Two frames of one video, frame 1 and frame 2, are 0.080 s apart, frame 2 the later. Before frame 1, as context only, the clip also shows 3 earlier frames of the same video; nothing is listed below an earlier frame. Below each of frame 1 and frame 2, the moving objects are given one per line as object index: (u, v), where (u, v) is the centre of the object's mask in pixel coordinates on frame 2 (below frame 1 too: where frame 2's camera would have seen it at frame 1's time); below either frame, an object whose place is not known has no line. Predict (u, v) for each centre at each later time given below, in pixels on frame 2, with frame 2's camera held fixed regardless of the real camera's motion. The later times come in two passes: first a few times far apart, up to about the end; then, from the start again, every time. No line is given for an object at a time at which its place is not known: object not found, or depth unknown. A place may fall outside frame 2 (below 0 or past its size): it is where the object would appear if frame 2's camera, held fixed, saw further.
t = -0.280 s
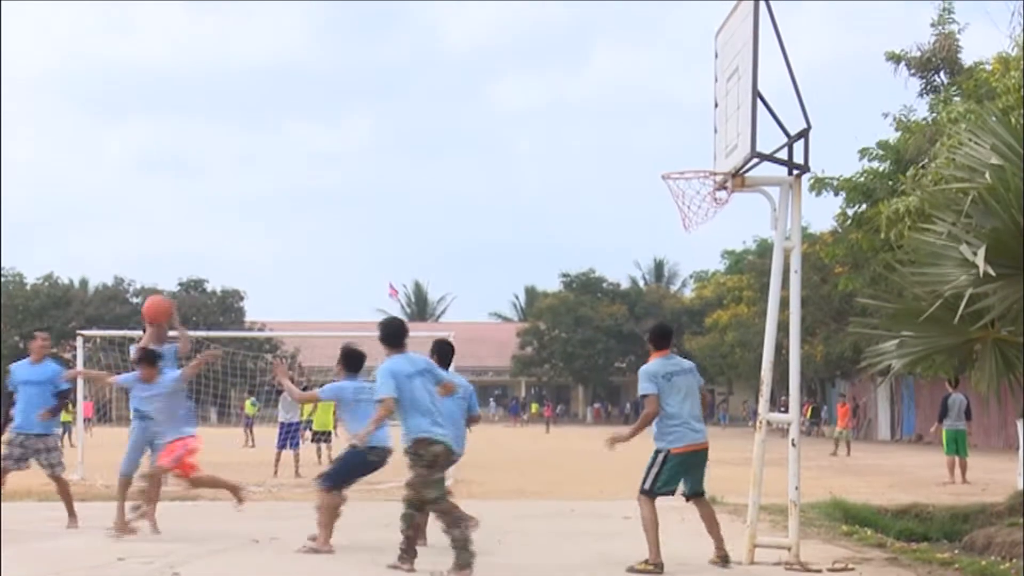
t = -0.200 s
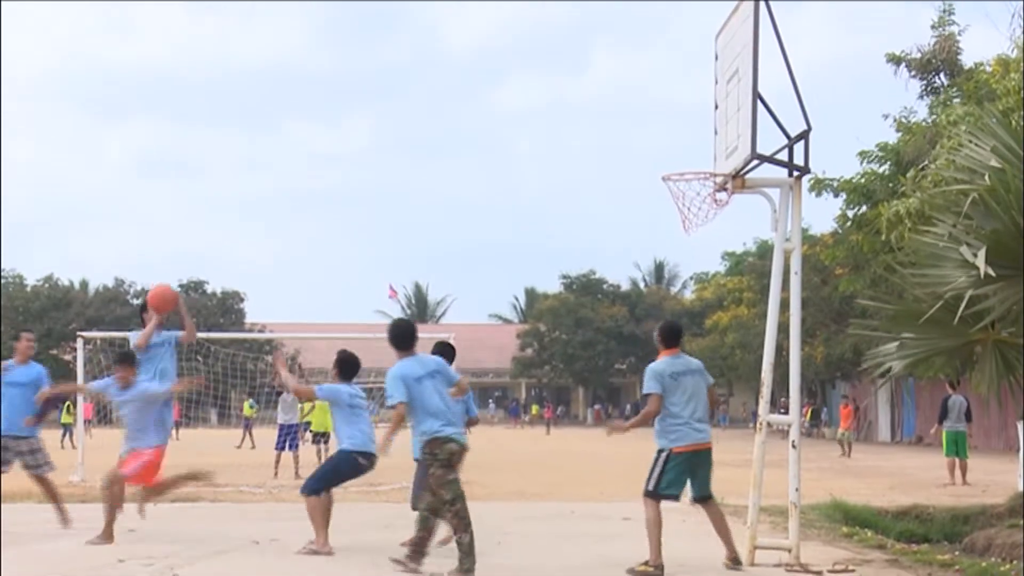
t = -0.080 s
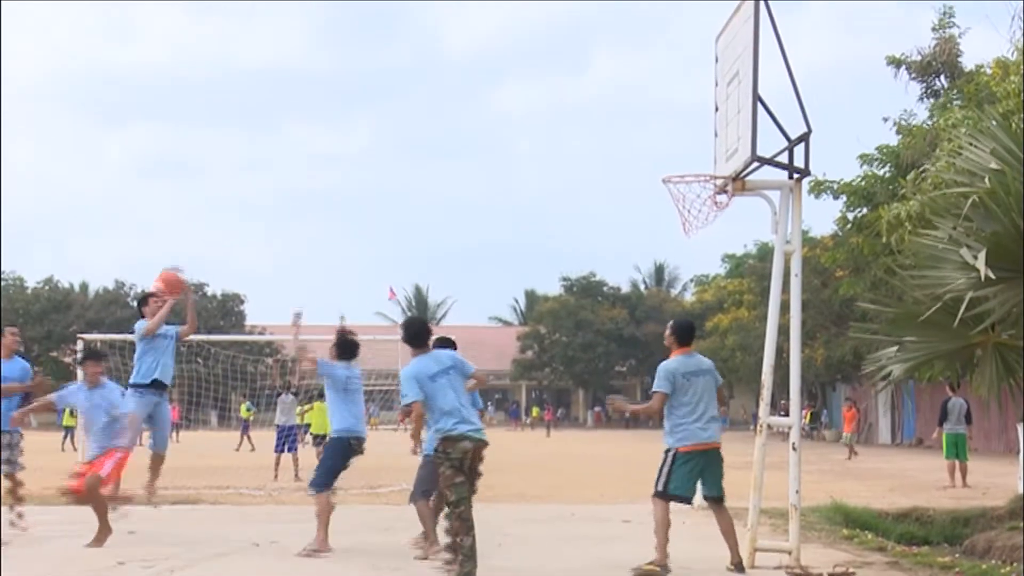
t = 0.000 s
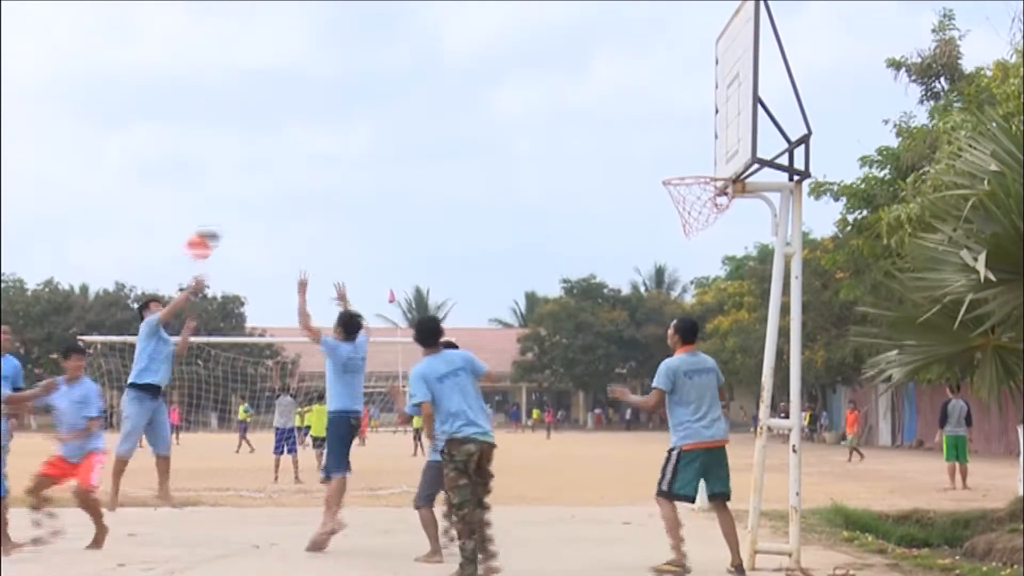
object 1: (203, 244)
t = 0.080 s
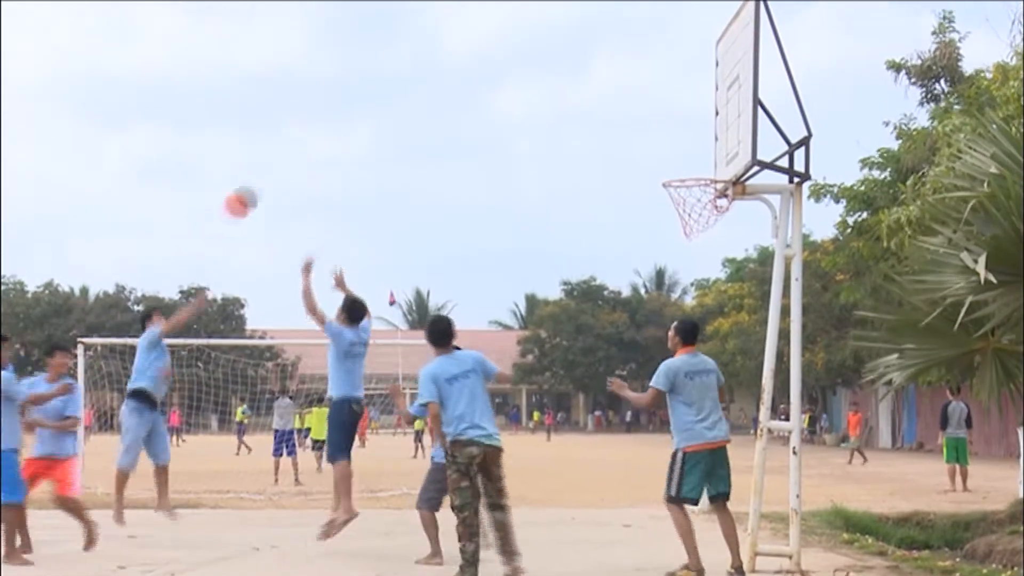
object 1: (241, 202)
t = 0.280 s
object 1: (335, 127)
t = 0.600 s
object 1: (490, 105)
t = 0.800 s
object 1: (591, 156)
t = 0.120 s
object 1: (260, 184)
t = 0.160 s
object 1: (279, 167)
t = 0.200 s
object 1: (298, 152)
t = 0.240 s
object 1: (317, 139)
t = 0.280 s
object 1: (335, 127)
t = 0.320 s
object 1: (355, 117)
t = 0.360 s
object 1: (374, 110)
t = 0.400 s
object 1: (393, 104)
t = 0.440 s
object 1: (412, 101)
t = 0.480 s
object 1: (432, 99)
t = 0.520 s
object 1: (451, 99)
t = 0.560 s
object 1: (470, 102)
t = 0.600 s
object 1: (490, 105)
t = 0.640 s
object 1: (510, 112)
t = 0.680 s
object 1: (530, 120)
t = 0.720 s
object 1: (550, 130)
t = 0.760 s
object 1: (570, 141)
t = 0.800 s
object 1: (591, 156)
